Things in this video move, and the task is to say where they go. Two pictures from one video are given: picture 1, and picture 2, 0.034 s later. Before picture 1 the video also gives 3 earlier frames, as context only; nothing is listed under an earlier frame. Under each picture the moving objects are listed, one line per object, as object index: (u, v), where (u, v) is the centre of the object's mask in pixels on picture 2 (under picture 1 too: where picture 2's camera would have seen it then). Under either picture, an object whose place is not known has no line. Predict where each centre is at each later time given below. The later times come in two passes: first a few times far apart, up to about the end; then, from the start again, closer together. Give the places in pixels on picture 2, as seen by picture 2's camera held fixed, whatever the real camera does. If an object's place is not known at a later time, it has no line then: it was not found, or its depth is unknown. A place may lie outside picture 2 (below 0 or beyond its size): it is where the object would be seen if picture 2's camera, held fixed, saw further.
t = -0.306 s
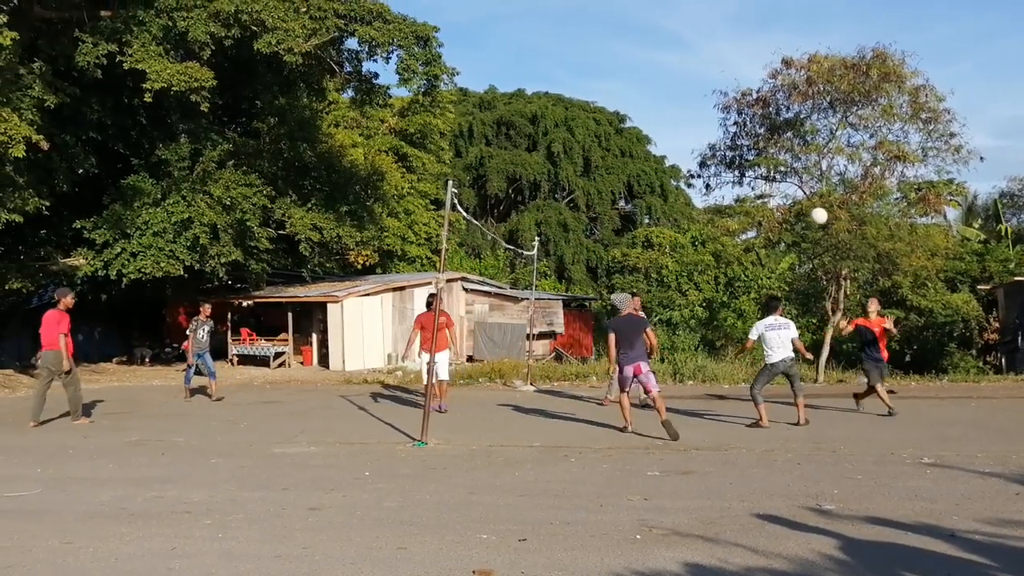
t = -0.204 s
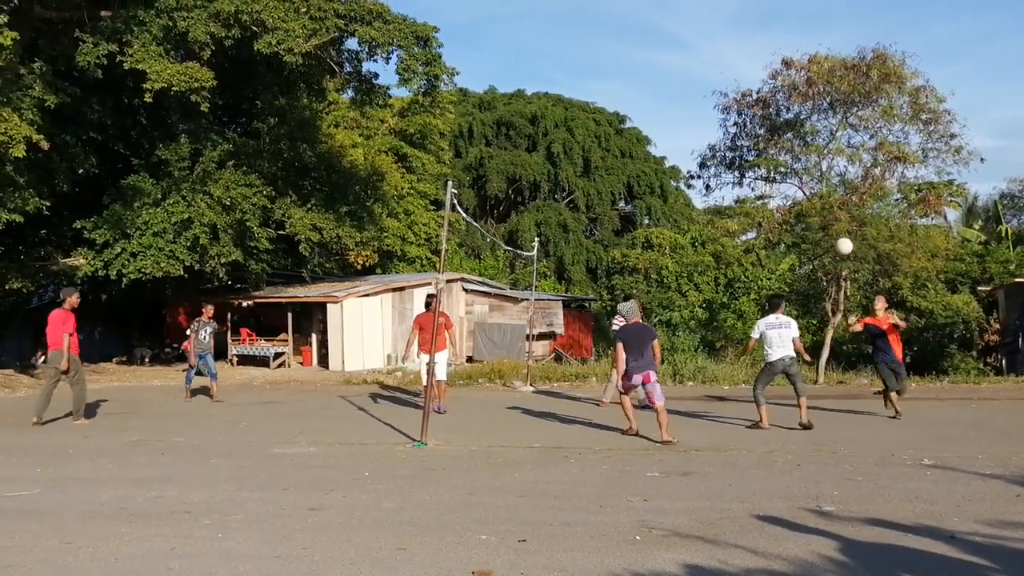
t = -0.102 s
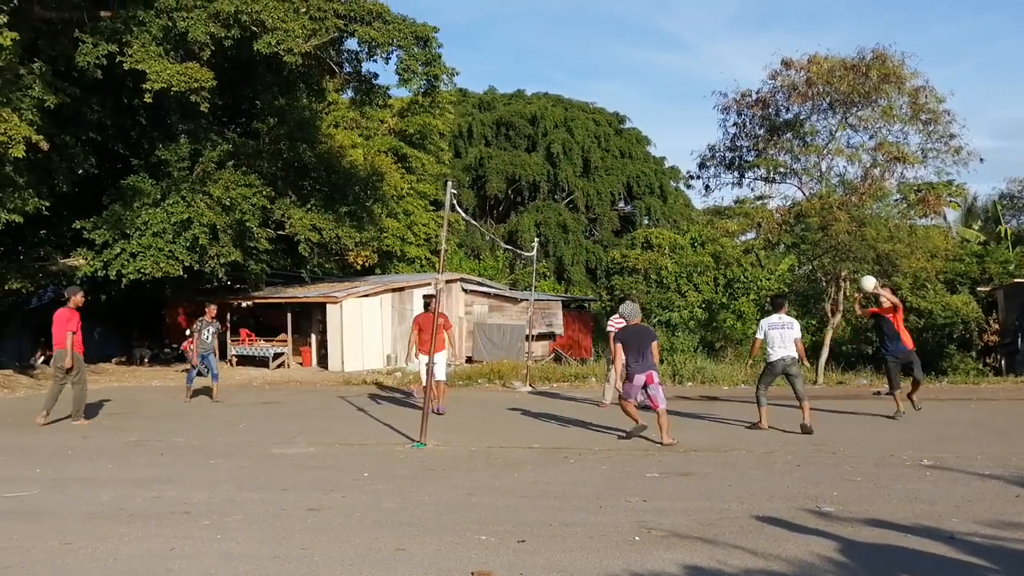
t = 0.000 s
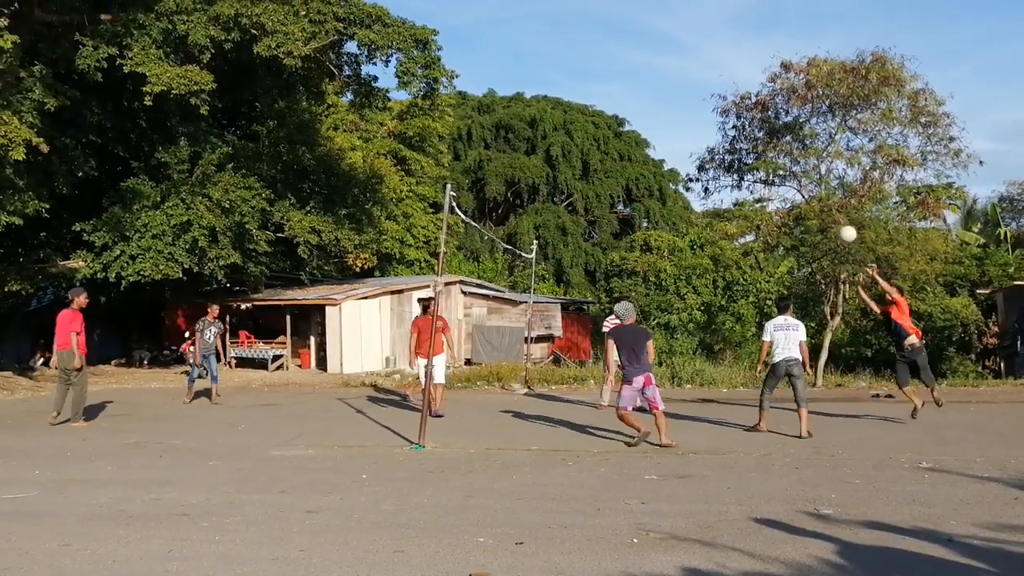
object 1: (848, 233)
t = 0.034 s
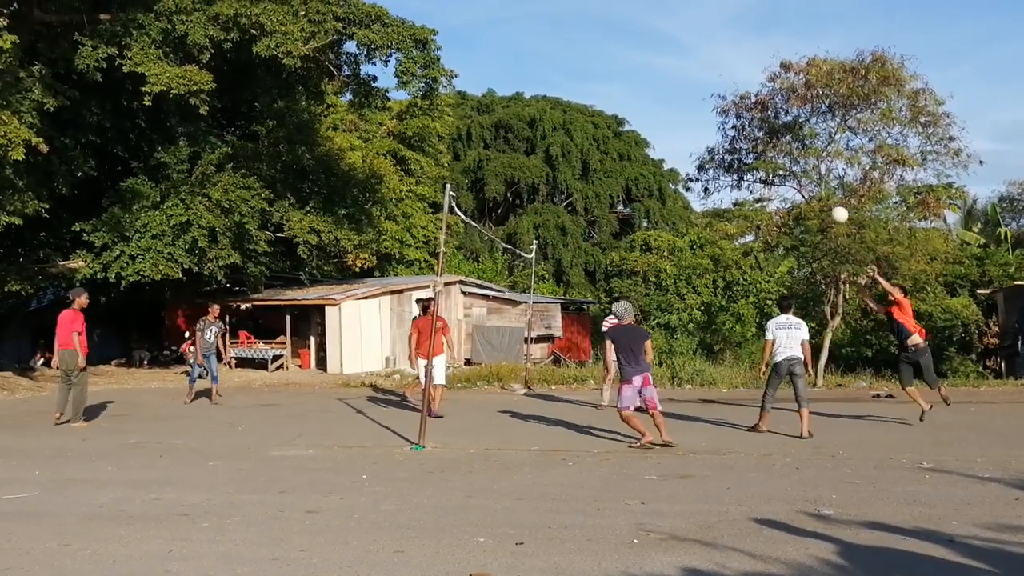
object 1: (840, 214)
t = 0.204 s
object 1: (800, 133)
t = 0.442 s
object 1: (747, 58)
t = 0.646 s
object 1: (703, 28)
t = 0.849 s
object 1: (659, 33)
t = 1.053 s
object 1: (617, 70)
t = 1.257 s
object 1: (576, 143)
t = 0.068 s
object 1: (831, 196)
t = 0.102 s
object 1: (824, 179)
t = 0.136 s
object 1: (815, 163)
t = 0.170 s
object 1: (808, 147)
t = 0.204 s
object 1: (800, 133)
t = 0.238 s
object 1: (792, 120)
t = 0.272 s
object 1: (785, 107)
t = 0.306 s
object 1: (778, 95)
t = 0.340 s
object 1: (769, 84)
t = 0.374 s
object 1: (762, 75)
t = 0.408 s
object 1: (754, 66)
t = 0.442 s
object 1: (747, 58)
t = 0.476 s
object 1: (739, 50)
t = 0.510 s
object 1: (732, 44)
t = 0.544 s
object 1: (725, 39)
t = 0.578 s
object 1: (717, 34)
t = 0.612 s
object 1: (710, 31)
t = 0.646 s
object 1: (703, 28)
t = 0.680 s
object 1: (695, 27)
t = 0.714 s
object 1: (688, 26)
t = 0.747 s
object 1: (681, 26)
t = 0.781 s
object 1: (674, 27)
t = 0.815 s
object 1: (666, 30)
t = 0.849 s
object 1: (659, 33)
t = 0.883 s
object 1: (652, 36)
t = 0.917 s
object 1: (645, 42)
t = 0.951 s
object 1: (638, 47)
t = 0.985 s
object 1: (631, 54)
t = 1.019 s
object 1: (624, 62)
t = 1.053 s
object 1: (617, 70)
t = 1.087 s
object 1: (610, 80)
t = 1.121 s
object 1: (603, 91)
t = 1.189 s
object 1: (590, 115)
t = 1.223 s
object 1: (583, 128)
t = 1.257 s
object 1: (576, 143)
